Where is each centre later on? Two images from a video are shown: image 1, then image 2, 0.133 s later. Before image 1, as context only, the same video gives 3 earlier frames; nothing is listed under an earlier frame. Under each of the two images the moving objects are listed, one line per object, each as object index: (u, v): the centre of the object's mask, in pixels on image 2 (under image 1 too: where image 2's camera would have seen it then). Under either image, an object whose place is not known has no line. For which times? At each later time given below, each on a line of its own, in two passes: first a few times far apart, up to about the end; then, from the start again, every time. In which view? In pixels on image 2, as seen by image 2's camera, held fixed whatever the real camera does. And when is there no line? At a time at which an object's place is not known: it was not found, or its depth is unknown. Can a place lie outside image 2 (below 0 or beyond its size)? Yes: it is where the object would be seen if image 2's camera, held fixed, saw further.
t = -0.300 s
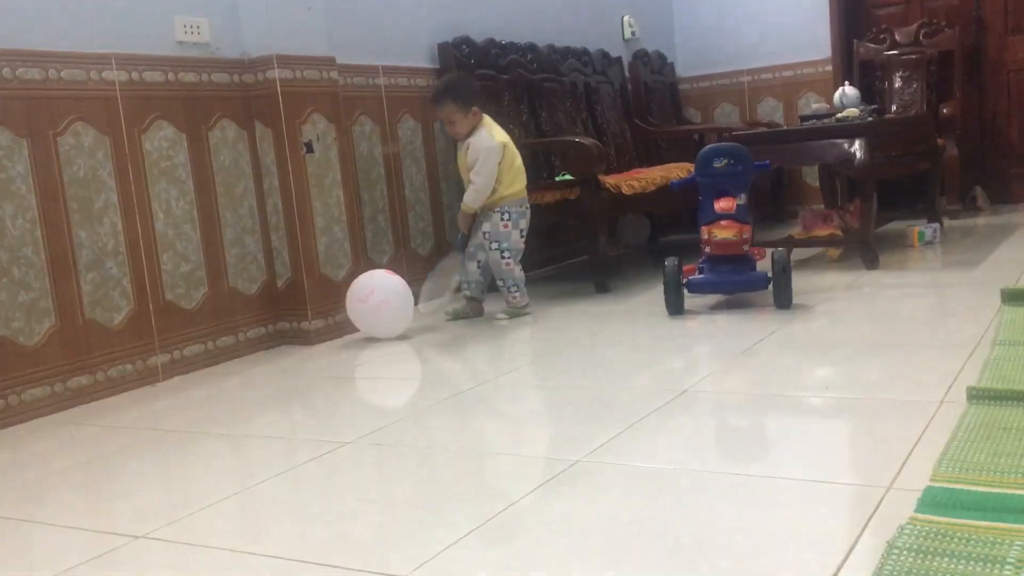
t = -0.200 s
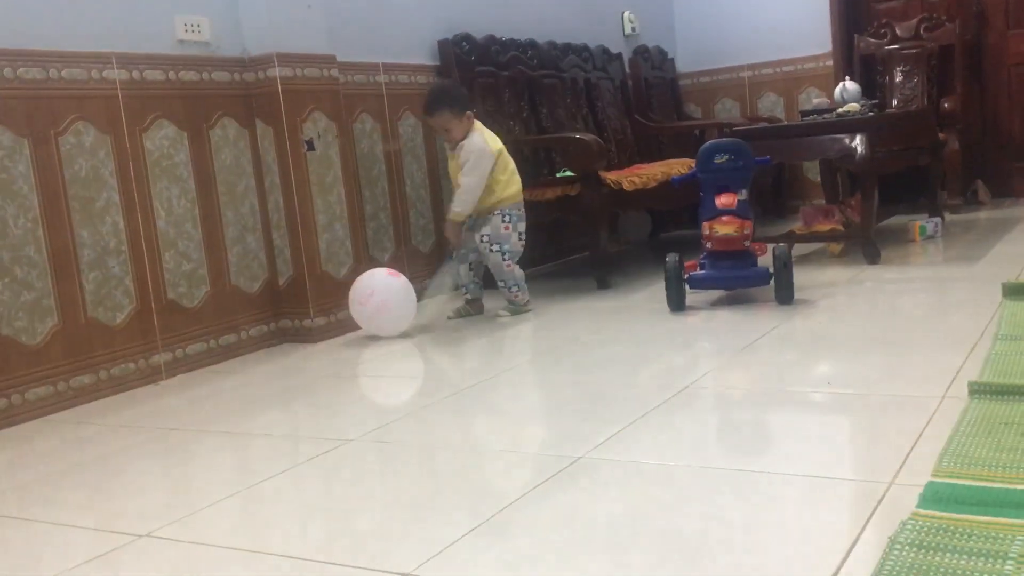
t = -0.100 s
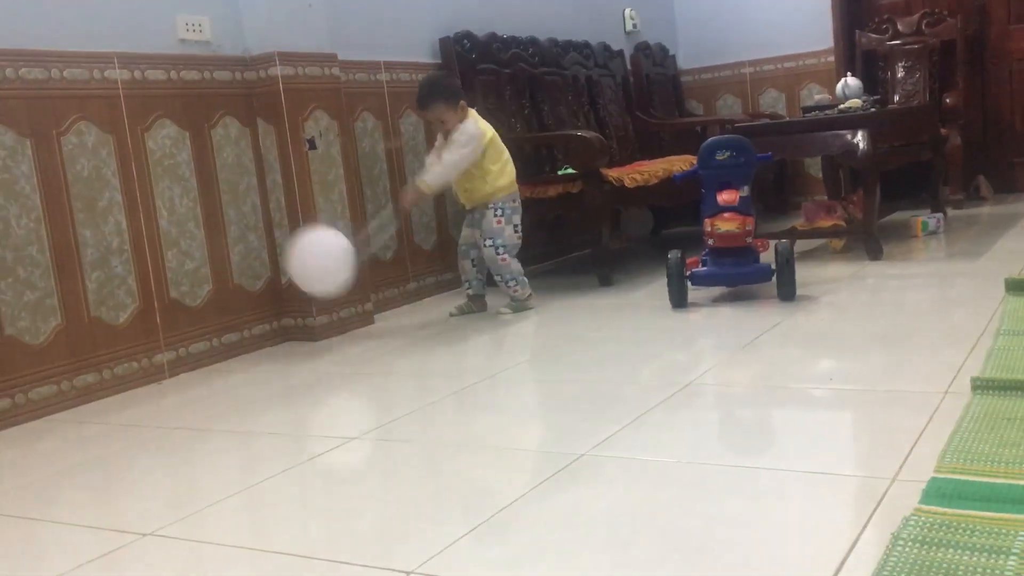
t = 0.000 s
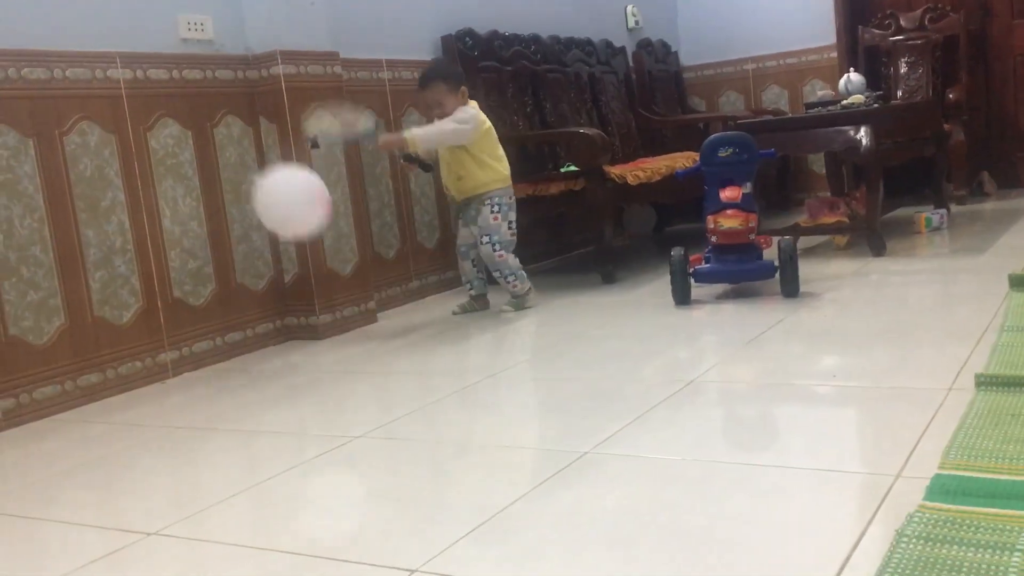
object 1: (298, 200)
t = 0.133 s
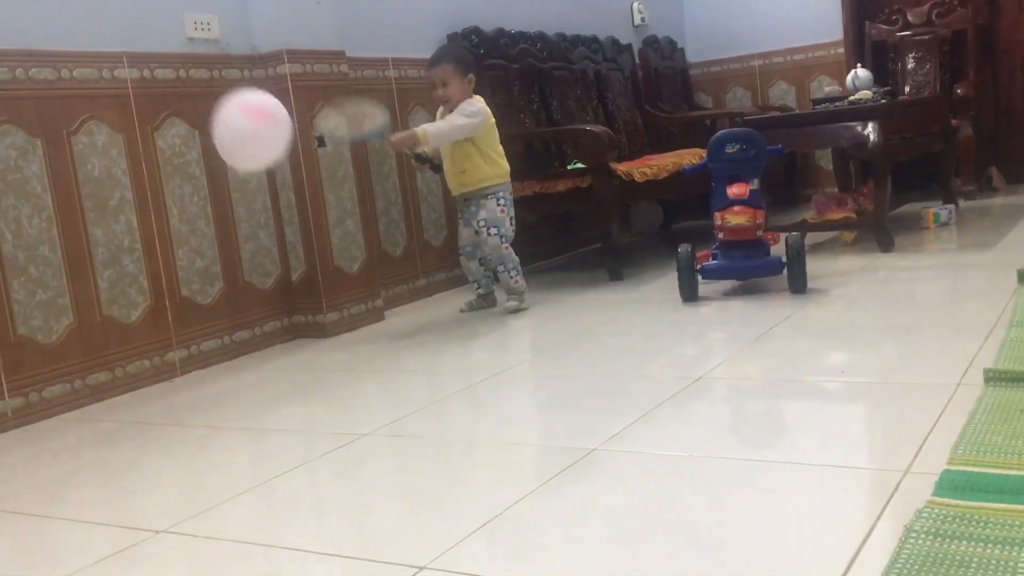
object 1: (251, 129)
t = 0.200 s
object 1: (226, 106)
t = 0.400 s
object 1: (171, 79)
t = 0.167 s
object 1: (239, 116)
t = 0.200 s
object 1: (226, 106)
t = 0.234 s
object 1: (214, 97)
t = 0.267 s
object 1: (204, 91)
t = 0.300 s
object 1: (195, 87)
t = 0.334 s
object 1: (186, 84)
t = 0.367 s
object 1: (178, 81)
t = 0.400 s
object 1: (171, 79)
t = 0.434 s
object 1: (164, 79)
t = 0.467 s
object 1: (158, 79)
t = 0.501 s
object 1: (151, 80)
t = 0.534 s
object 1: (146, 82)
